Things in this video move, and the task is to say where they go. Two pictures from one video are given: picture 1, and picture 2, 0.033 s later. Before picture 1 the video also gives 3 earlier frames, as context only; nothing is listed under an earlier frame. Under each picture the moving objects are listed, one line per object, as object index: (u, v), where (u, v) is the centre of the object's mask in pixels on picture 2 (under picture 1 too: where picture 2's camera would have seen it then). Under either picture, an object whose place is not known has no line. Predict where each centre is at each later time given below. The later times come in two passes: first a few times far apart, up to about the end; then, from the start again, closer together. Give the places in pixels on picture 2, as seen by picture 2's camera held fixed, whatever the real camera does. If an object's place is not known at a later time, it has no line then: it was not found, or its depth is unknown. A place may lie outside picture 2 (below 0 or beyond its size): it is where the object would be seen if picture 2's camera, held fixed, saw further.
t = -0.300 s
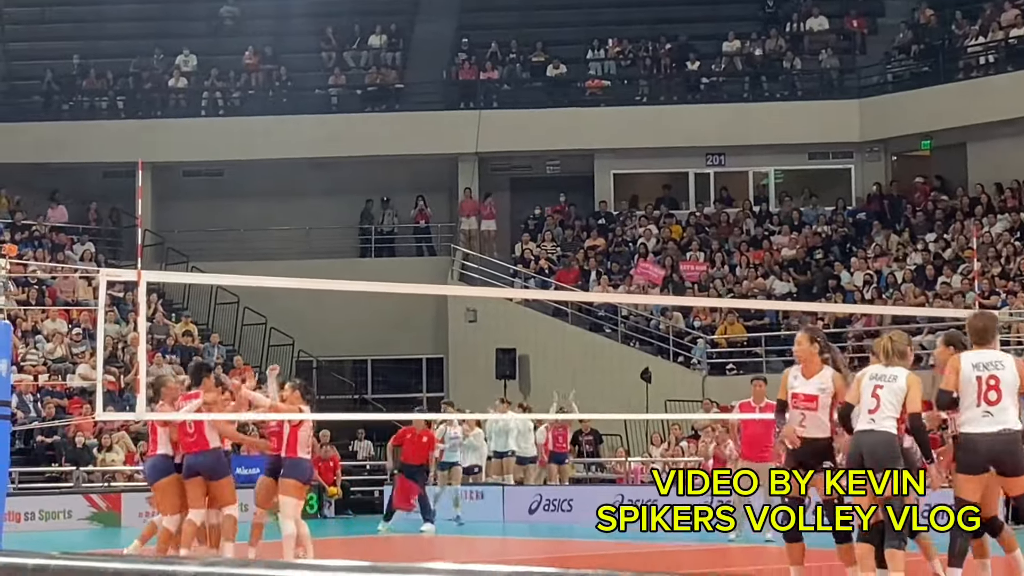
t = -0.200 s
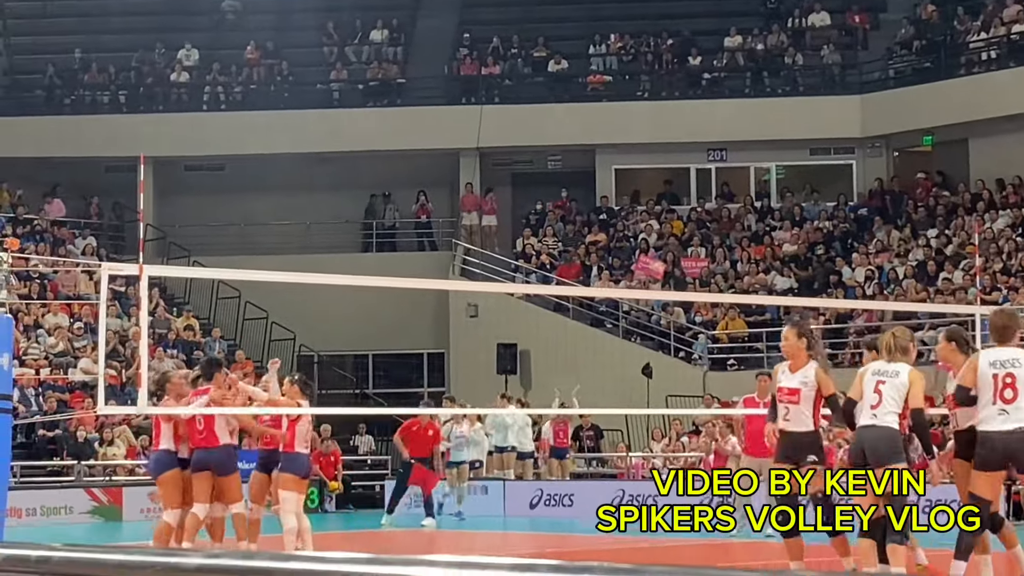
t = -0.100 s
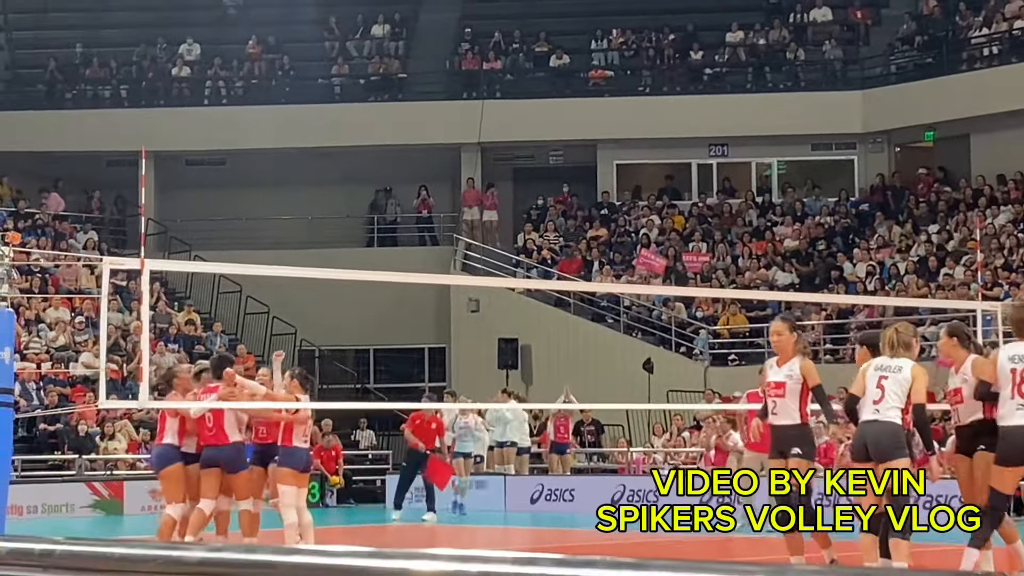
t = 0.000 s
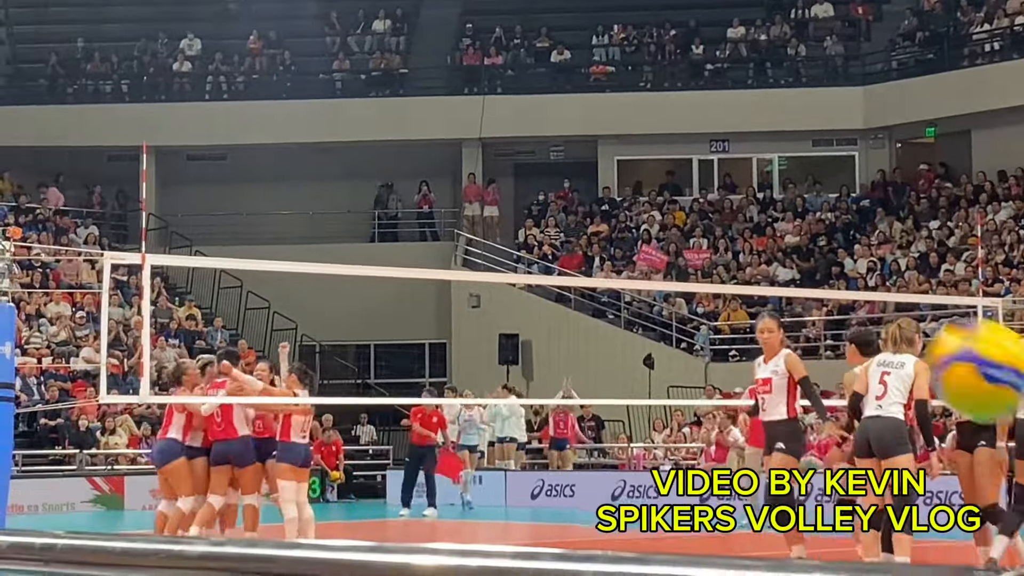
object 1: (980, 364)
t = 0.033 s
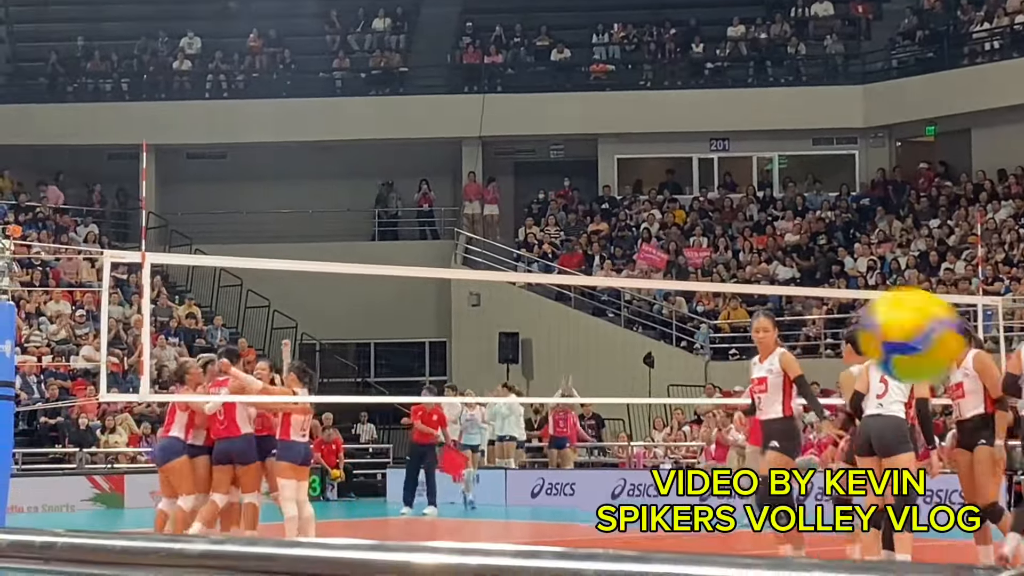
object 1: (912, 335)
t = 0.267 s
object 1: (556, 276)
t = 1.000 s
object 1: (26, 492)
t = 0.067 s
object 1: (848, 312)
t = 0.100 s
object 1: (790, 294)
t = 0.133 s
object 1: (736, 281)
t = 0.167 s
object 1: (686, 273)
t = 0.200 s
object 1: (639, 271)
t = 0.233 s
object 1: (595, 270)
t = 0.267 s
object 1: (556, 276)
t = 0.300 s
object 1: (517, 286)
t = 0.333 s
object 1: (480, 299)
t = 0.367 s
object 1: (447, 314)
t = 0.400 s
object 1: (416, 332)
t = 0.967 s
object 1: (35, 505)
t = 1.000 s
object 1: (26, 492)
